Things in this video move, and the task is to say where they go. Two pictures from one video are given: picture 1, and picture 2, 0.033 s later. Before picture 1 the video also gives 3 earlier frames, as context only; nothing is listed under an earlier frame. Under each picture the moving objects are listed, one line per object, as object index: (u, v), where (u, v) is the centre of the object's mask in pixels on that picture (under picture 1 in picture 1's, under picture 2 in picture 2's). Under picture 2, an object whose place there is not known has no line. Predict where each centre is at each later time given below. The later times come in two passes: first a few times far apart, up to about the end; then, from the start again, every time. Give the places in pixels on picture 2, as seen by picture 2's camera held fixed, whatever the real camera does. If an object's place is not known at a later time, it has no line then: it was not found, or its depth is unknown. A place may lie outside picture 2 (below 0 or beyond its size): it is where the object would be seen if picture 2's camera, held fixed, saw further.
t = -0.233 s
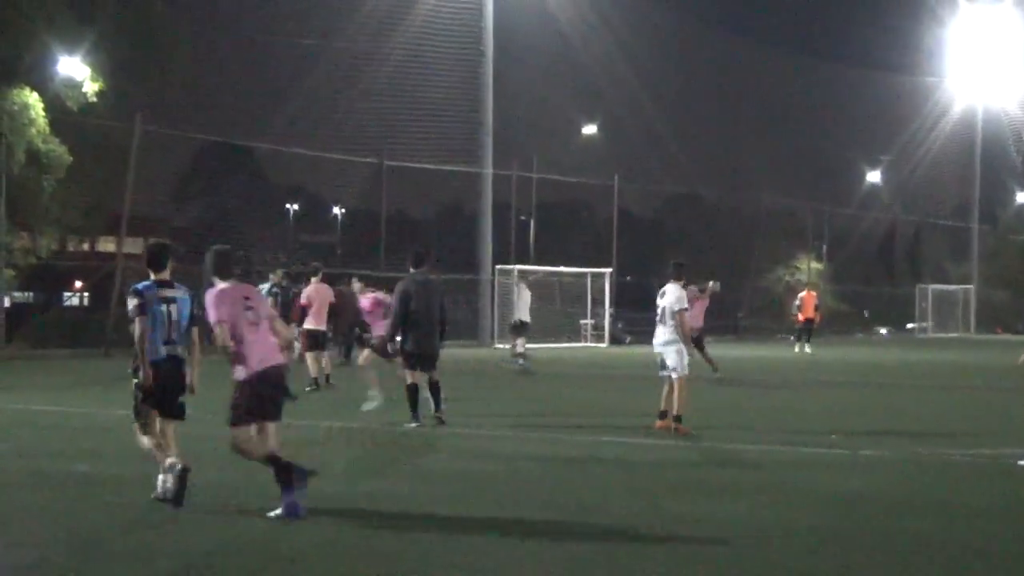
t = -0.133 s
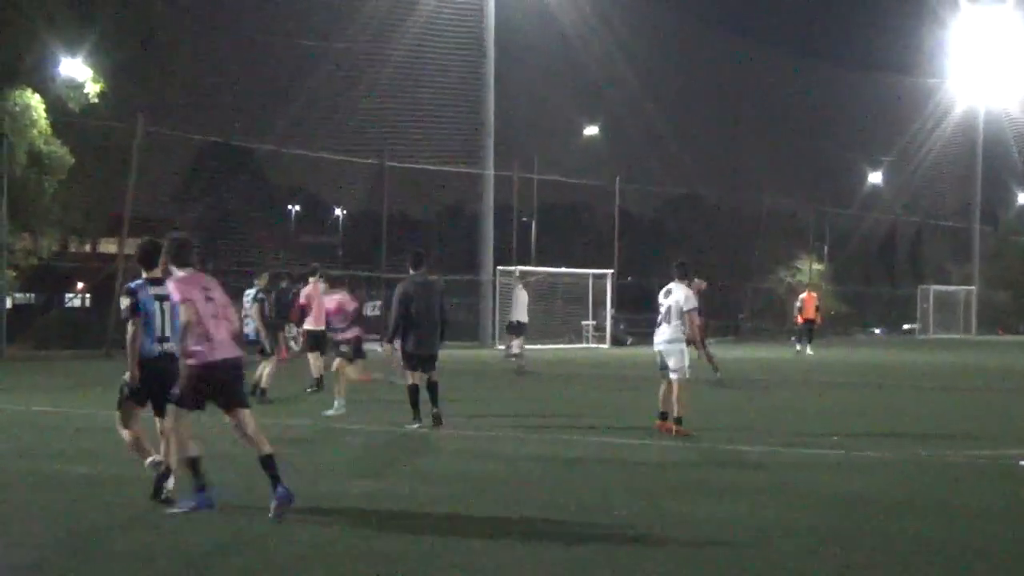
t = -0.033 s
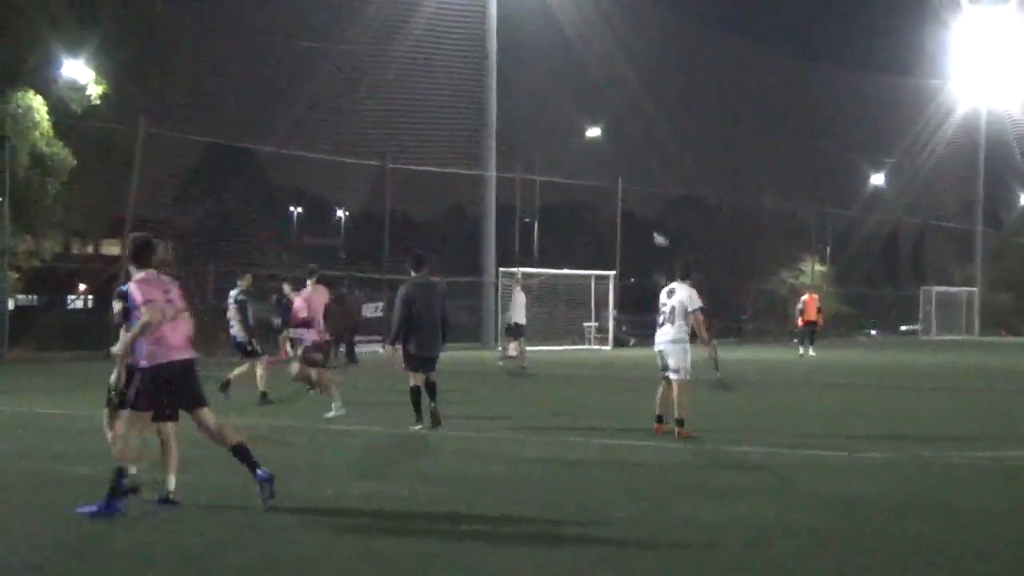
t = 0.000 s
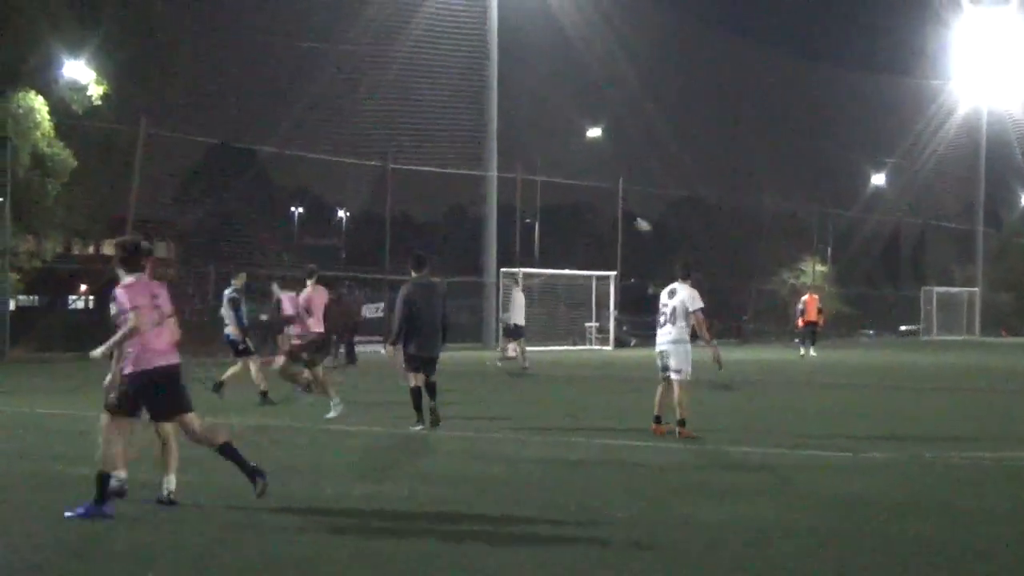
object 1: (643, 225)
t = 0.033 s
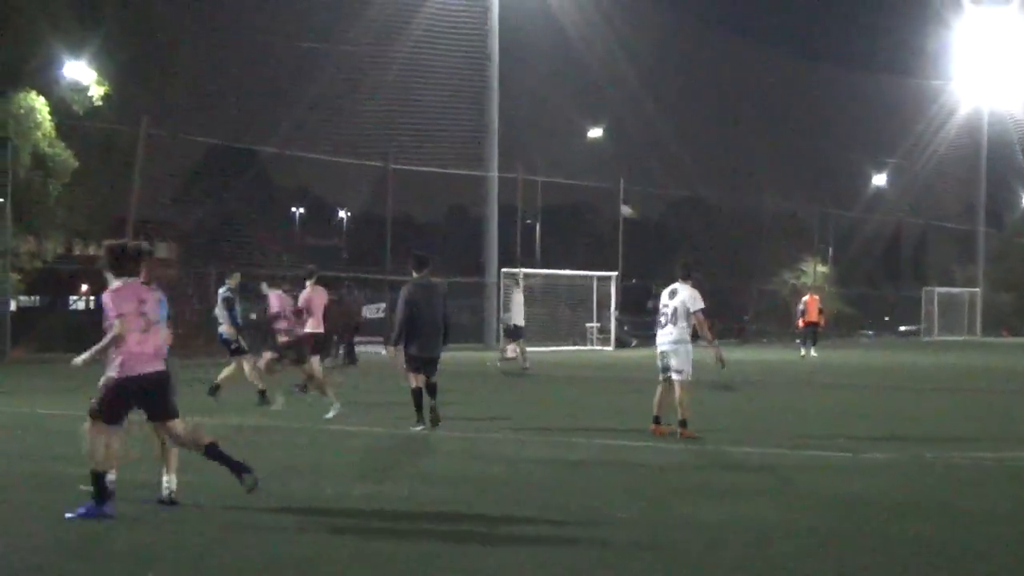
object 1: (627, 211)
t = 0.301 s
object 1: (480, 112)
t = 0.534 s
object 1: (349, 62)
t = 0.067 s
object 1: (608, 197)
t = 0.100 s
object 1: (591, 184)
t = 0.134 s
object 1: (573, 170)
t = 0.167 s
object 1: (555, 158)
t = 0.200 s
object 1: (537, 146)
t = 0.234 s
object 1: (518, 134)
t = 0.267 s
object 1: (501, 123)
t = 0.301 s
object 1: (480, 112)
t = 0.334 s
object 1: (461, 104)
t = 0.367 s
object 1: (442, 95)
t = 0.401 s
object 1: (424, 87)
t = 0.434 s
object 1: (406, 80)
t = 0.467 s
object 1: (386, 73)
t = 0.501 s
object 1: (368, 68)
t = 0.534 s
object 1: (349, 62)
